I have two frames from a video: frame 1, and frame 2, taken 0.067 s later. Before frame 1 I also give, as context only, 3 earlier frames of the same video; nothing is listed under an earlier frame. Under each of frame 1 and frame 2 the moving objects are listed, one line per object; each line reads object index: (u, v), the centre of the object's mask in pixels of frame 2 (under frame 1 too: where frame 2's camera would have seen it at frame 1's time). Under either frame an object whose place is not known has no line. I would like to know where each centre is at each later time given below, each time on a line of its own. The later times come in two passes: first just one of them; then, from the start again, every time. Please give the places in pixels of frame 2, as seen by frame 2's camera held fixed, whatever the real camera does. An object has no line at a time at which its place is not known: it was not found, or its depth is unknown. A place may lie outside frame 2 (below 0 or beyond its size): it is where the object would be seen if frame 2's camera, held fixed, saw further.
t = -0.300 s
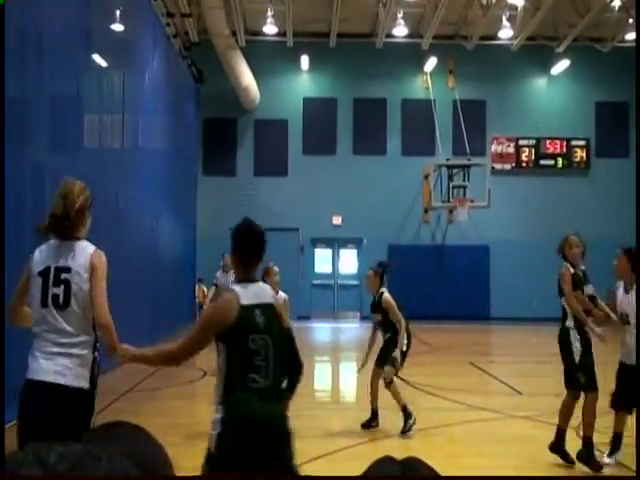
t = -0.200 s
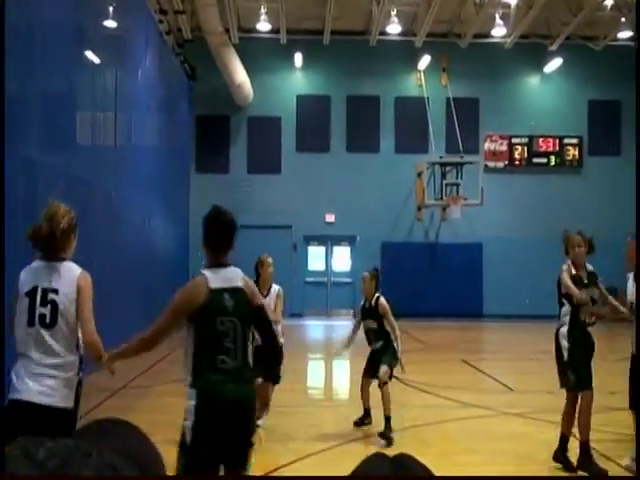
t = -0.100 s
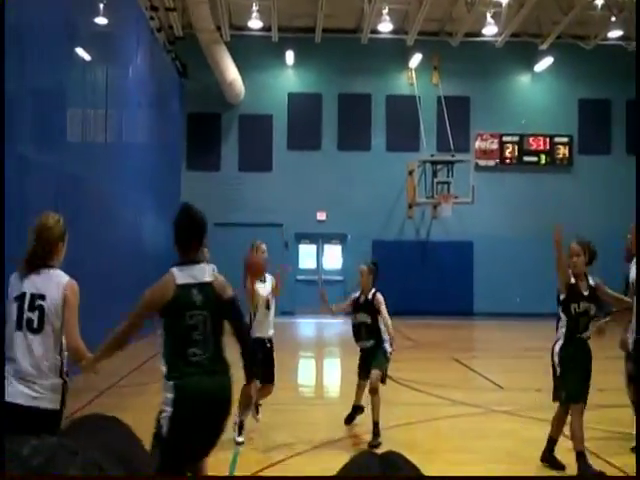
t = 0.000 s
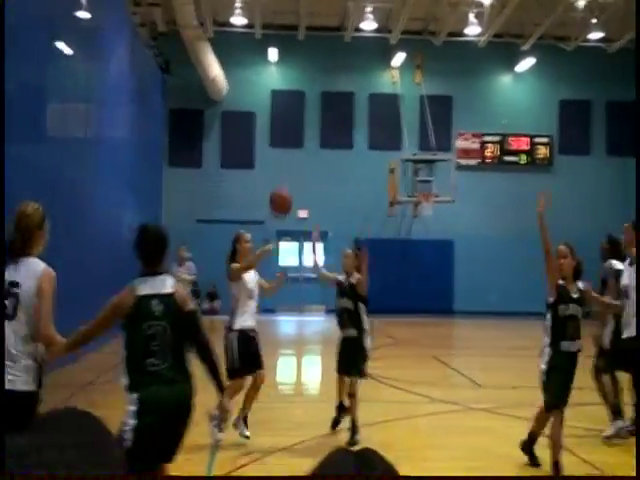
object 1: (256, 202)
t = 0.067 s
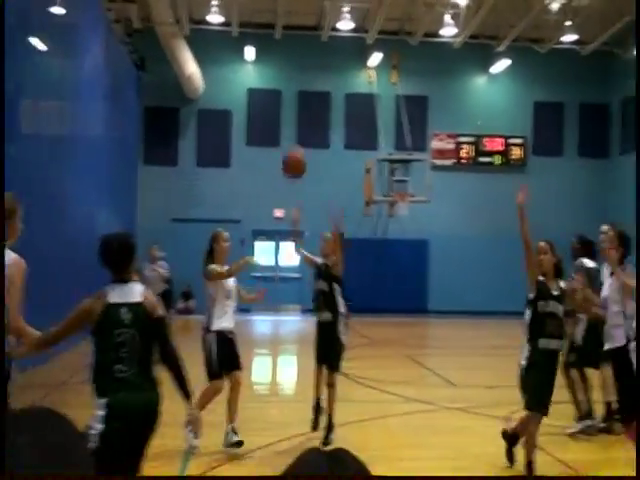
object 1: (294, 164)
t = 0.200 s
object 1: (372, 104)
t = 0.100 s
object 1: (312, 145)
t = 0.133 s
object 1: (332, 130)
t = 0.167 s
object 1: (351, 114)
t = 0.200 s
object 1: (372, 104)
